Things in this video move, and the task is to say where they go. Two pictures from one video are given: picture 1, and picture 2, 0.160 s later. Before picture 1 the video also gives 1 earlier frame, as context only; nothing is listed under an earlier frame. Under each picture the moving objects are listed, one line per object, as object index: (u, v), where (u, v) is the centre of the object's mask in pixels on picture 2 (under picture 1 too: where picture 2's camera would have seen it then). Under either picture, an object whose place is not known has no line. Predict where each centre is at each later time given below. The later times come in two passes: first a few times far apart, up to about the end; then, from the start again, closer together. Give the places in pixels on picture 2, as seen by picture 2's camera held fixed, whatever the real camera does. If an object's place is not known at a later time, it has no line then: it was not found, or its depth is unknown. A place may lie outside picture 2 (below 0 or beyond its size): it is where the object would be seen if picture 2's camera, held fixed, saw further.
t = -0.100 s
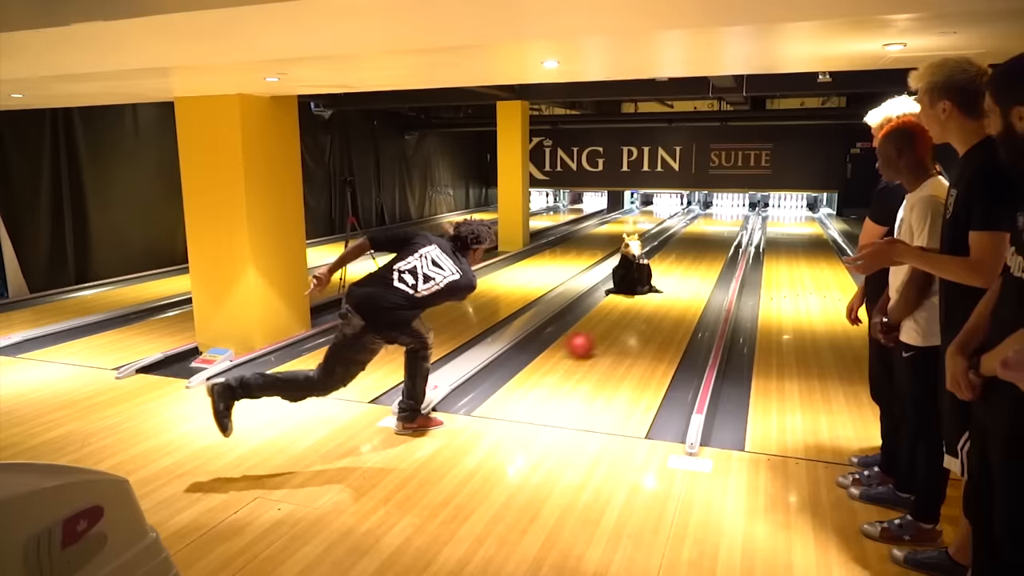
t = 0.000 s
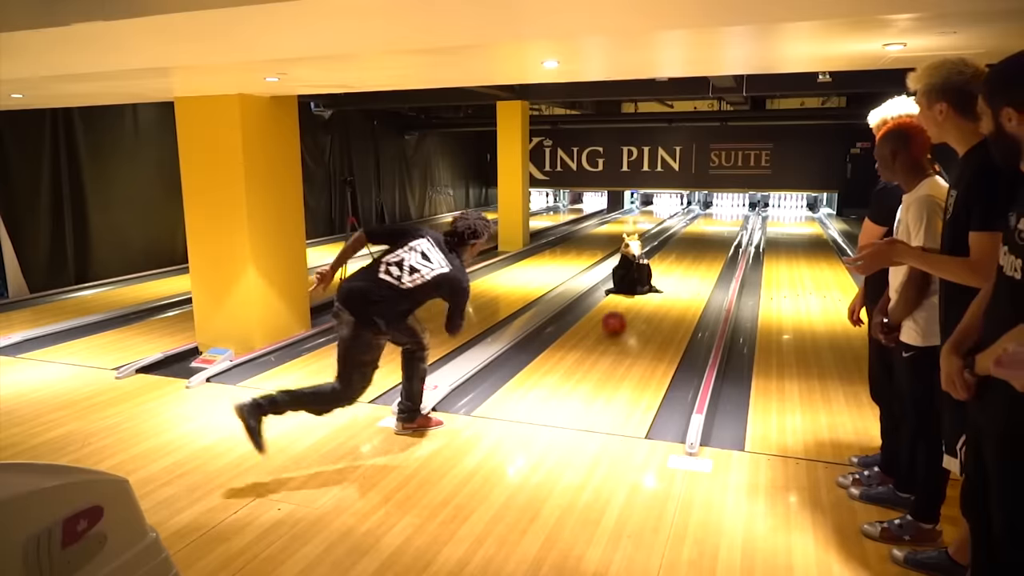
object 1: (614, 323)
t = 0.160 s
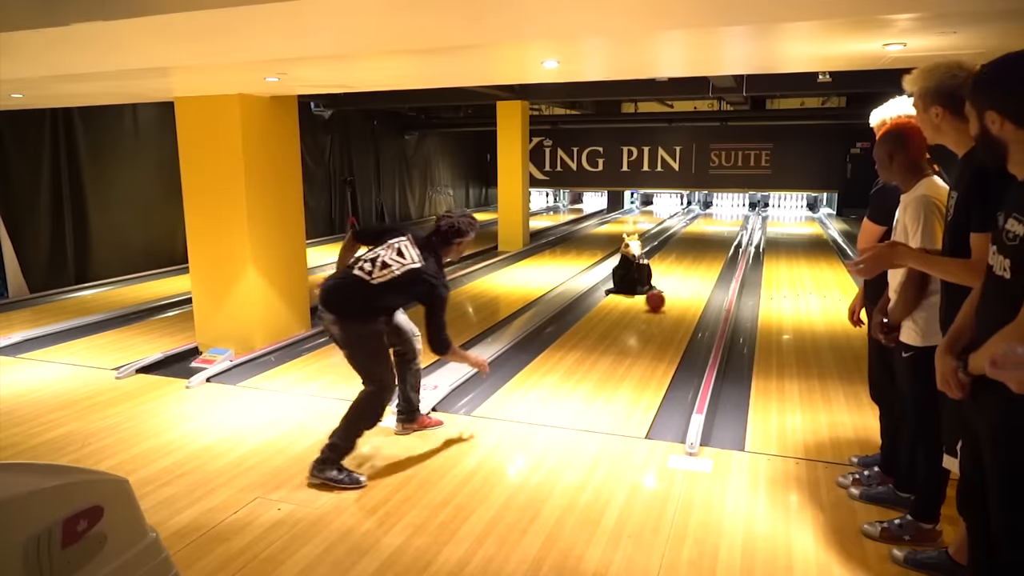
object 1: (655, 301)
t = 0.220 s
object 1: (667, 293)
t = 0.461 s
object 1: (702, 270)
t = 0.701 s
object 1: (723, 253)
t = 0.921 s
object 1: (737, 245)
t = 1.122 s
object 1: (740, 237)
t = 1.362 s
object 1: (744, 229)
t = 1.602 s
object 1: (746, 222)
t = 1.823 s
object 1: (748, 217)
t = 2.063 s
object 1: (749, 214)
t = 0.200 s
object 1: (663, 296)
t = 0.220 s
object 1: (667, 293)
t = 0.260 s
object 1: (674, 288)
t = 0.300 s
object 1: (680, 284)
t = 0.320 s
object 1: (684, 282)
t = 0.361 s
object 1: (689, 278)
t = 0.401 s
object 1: (695, 274)
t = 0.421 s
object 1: (697, 273)
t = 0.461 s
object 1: (702, 270)
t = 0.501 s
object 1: (706, 266)
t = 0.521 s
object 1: (708, 265)
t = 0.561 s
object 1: (712, 262)
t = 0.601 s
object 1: (715, 259)
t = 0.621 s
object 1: (717, 257)
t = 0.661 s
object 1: (720, 255)
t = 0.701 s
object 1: (723, 253)
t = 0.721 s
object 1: (725, 251)
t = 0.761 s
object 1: (727, 250)
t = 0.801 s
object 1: (730, 248)
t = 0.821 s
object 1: (731, 247)
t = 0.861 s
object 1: (734, 246)
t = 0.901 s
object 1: (736, 246)
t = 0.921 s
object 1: (737, 245)
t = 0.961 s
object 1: (739, 242)
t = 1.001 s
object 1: (739, 241)
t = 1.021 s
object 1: (740, 240)
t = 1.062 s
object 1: (740, 239)
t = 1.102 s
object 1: (740, 237)
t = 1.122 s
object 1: (740, 237)
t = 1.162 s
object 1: (740, 235)
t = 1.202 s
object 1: (741, 233)
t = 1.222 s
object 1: (741, 233)
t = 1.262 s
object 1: (742, 231)
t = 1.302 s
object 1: (743, 230)
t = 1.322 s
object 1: (743, 230)
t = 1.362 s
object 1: (744, 229)
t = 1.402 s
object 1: (745, 228)
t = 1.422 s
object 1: (745, 226)
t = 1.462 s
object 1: (745, 225)
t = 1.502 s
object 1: (745, 224)
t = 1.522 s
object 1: (745, 224)
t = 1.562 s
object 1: (745, 223)
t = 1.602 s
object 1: (746, 222)
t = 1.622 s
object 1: (746, 221)
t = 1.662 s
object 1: (746, 220)
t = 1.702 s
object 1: (747, 220)
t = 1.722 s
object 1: (747, 219)
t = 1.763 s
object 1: (748, 219)
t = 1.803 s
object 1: (748, 218)
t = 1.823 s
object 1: (748, 217)
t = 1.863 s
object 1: (748, 217)
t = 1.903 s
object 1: (749, 216)
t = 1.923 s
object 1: (749, 216)
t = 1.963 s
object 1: (749, 216)
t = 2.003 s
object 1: (749, 215)
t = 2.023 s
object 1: (749, 215)
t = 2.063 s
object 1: (749, 214)
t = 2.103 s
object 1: (750, 213)
